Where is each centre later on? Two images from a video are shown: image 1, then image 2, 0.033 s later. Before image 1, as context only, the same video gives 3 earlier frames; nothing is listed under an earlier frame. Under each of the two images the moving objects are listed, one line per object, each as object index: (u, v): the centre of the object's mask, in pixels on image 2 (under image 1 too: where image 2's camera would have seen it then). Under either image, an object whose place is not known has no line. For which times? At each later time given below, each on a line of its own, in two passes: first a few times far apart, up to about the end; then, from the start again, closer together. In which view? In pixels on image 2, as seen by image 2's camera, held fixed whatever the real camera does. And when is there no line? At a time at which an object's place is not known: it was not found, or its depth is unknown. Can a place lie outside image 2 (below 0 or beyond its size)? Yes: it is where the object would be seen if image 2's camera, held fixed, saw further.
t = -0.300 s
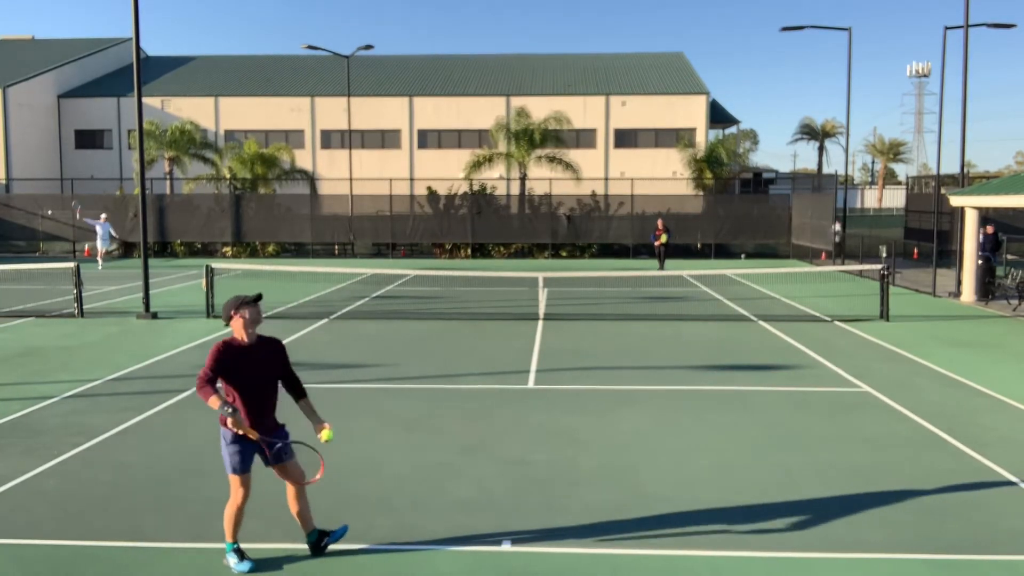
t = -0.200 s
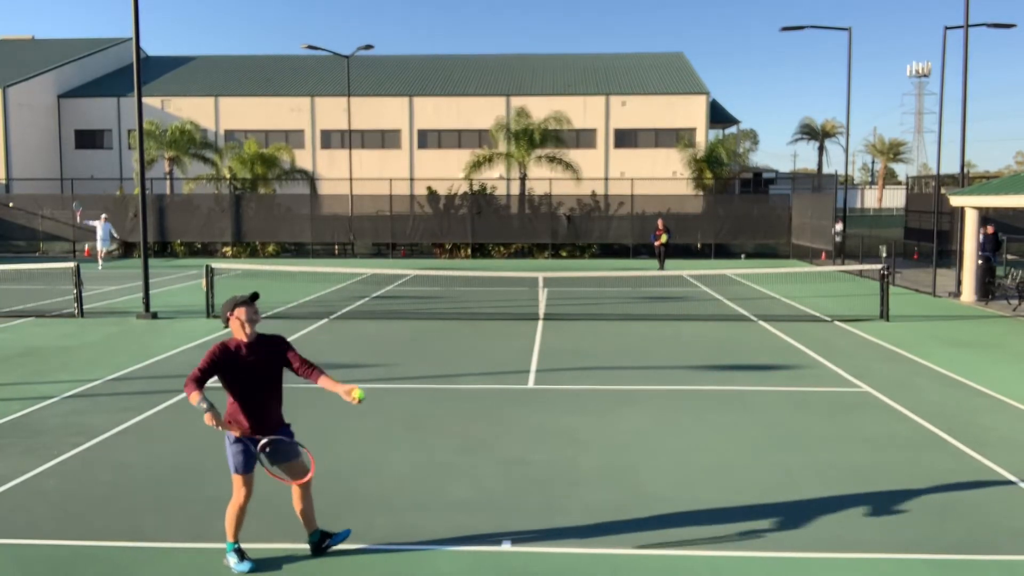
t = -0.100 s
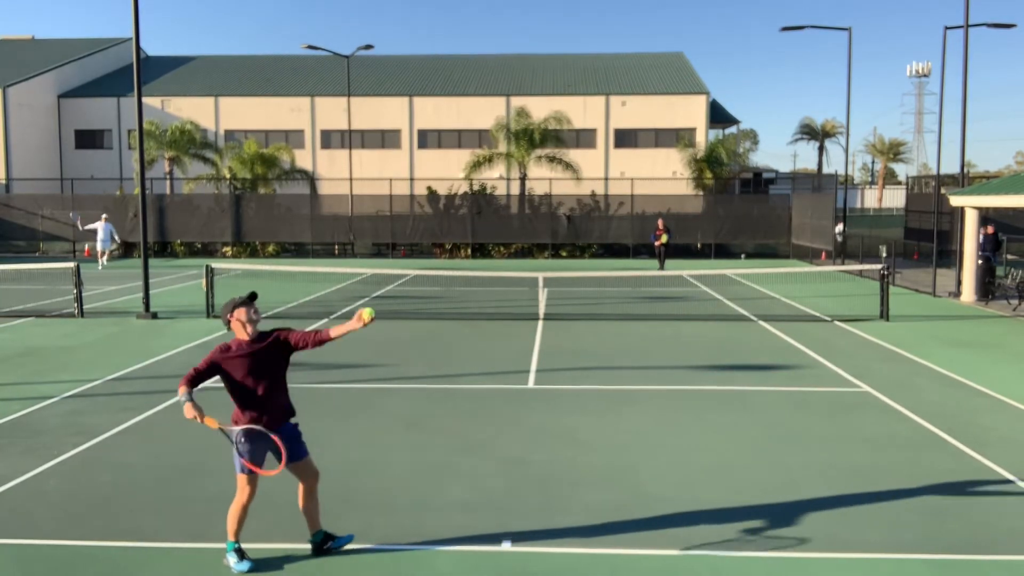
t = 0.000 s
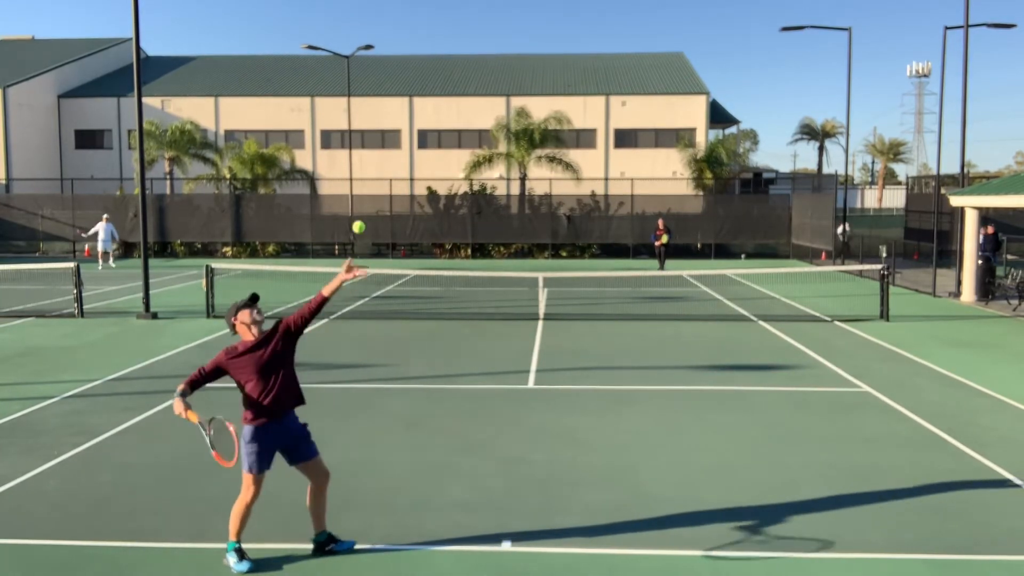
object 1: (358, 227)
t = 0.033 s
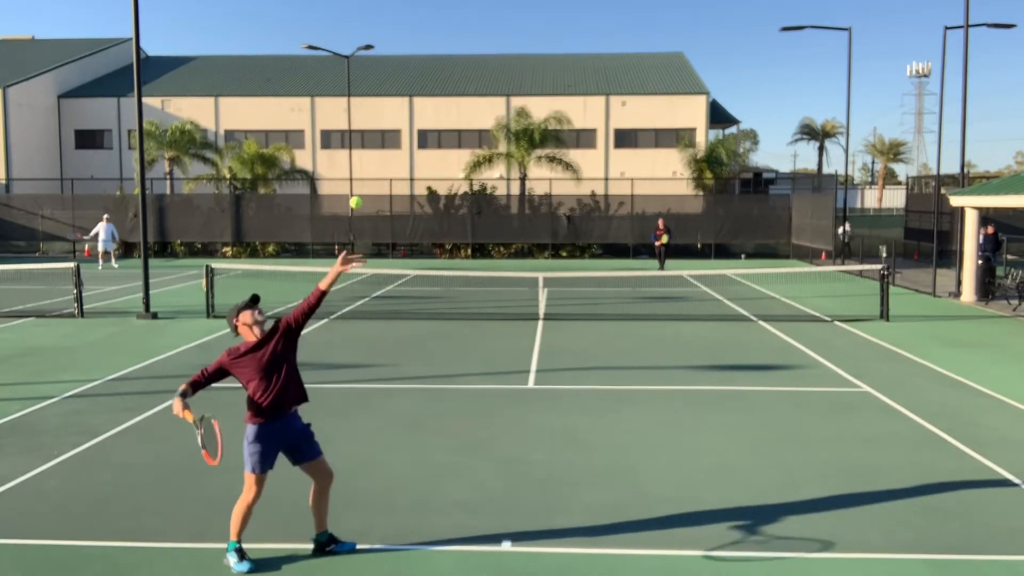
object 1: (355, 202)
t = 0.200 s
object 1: (341, 108)
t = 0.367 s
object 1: (328, 61)
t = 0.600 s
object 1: (314, 71)
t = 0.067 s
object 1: (352, 180)
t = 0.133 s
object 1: (346, 139)
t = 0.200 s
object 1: (341, 108)
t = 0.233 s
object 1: (338, 94)
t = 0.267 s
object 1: (335, 83)
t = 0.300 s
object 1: (333, 74)
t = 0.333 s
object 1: (330, 67)
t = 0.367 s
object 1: (328, 61)
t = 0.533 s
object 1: (318, 60)
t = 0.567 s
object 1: (316, 64)
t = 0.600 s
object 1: (314, 71)
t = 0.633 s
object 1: (312, 79)
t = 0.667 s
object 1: (311, 89)
